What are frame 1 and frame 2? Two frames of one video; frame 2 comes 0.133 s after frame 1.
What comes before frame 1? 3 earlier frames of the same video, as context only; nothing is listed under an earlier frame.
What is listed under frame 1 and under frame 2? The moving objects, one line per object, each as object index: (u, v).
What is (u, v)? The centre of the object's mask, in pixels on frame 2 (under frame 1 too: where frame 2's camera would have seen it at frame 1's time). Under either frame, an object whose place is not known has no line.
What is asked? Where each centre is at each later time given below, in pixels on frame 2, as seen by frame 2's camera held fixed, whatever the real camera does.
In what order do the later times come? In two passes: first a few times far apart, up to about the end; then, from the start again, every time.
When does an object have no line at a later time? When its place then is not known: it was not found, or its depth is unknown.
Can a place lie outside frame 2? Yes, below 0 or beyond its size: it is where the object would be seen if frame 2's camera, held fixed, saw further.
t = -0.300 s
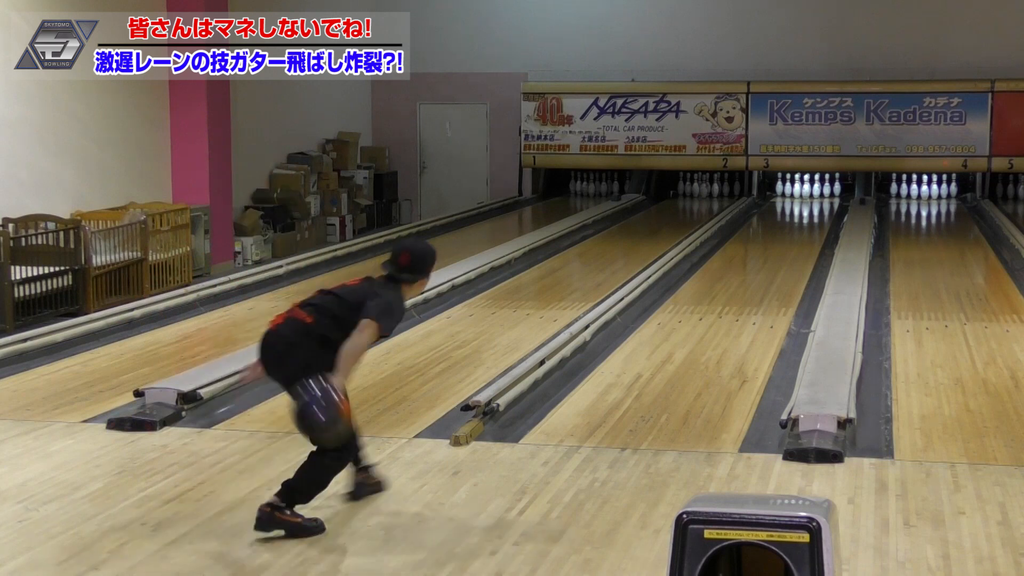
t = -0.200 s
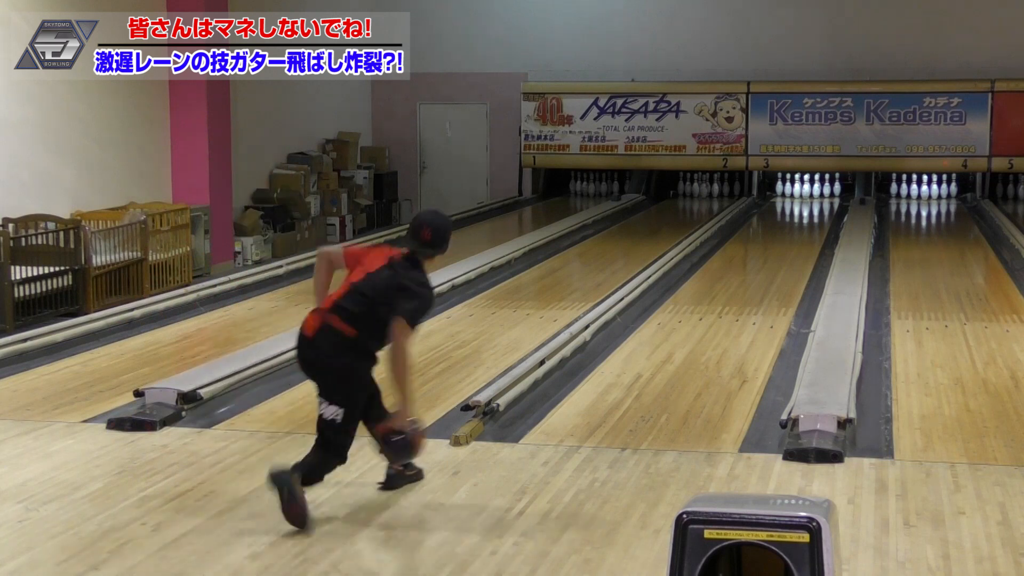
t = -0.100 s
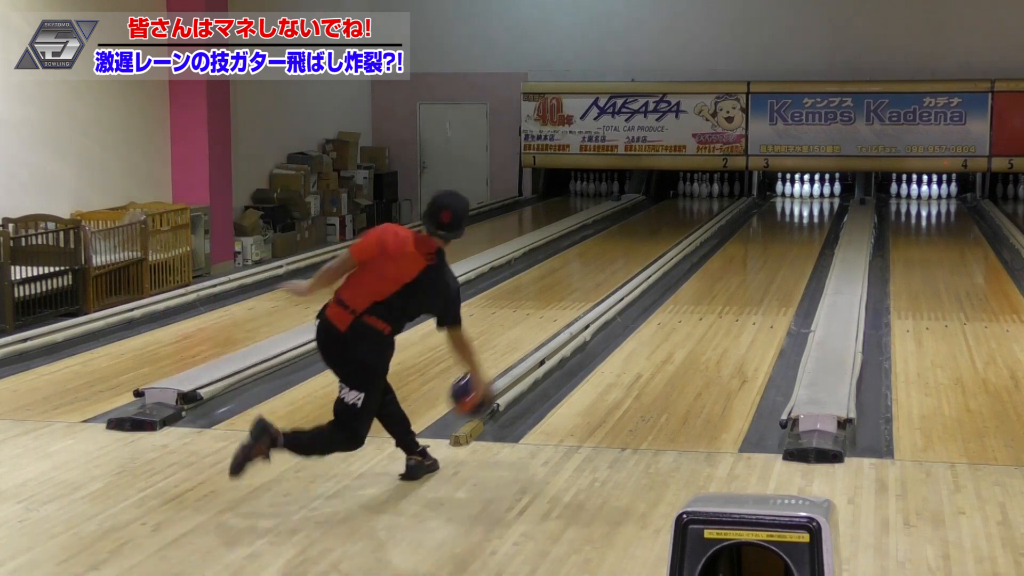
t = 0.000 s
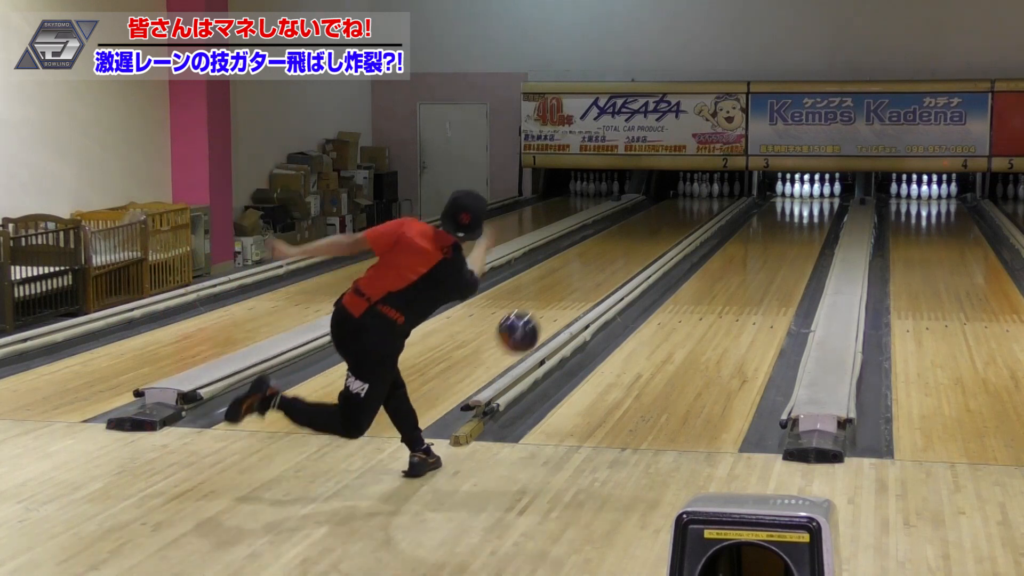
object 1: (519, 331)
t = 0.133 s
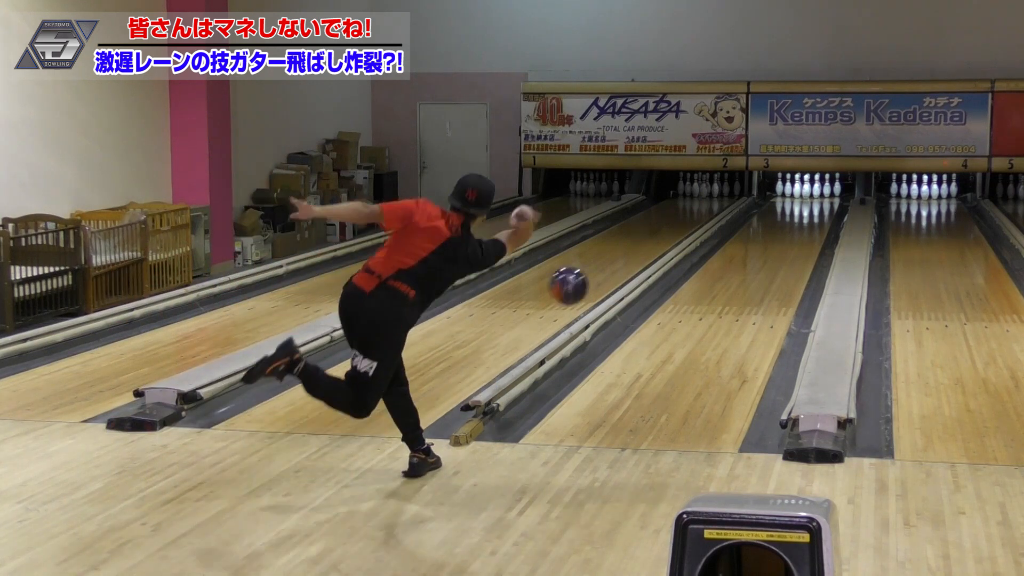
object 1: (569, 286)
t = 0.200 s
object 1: (590, 276)
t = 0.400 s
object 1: (644, 293)
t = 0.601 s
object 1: (688, 306)
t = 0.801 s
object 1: (722, 287)
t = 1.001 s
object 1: (748, 270)
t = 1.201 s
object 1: (769, 256)
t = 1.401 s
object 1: (786, 243)
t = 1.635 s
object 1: (799, 231)
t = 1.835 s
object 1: (808, 223)
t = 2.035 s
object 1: (813, 215)
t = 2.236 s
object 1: (817, 208)
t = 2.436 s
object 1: (817, 203)
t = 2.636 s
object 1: (816, 197)
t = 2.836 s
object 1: (811, 193)
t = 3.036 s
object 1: (808, 191)
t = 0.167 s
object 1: (580, 280)
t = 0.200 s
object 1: (590, 276)
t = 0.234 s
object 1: (600, 275)
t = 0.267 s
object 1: (610, 275)
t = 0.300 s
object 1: (619, 277)
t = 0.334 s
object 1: (628, 281)
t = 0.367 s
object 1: (636, 286)
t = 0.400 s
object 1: (644, 293)
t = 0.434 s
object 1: (653, 301)
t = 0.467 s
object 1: (660, 311)
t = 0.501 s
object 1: (668, 321)
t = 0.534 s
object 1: (675, 314)
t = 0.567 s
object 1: (681, 309)
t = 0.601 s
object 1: (688, 306)
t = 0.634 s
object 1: (694, 304)
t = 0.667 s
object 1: (700, 301)
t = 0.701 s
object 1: (706, 298)
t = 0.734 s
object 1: (711, 294)
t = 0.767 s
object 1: (717, 291)
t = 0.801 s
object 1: (722, 287)
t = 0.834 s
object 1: (727, 285)
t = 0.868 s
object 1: (731, 282)
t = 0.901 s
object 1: (736, 278)
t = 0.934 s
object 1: (740, 276)
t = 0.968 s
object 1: (745, 273)
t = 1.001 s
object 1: (748, 270)
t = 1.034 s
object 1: (752, 268)
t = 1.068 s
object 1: (756, 265)
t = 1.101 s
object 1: (759, 262)
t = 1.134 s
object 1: (763, 260)
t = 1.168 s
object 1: (766, 258)
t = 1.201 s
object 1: (769, 256)
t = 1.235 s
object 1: (772, 254)
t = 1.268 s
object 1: (775, 251)
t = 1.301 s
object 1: (778, 250)
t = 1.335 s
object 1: (781, 247)
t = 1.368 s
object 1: (783, 245)
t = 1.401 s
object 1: (786, 243)
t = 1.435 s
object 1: (787, 242)
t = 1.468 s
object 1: (790, 239)
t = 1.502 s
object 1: (792, 238)
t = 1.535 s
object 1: (794, 237)
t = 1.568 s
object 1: (795, 234)
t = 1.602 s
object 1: (797, 233)
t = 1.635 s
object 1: (799, 231)
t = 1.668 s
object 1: (801, 230)
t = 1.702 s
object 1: (802, 228)
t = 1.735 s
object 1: (804, 226)
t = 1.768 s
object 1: (805, 225)
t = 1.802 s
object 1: (807, 224)
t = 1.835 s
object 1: (808, 223)
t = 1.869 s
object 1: (809, 221)
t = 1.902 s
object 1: (809, 220)
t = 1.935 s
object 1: (811, 219)
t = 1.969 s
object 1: (812, 217)
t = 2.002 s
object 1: (813, 216)
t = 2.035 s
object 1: (813, 215)
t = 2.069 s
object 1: (814, 214)
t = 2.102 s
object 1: (815, 212)
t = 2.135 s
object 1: (815, 211)
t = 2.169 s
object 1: (816, 210)
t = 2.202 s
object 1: (817, 209)
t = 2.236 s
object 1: (817, 208)
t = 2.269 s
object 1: (817, 207)
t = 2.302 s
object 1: (817, 207)
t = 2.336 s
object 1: (817, 206)
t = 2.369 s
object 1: (818, 205)
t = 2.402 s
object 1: (817, 204)
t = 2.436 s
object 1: (817, 203)
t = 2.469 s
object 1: (817, 202)
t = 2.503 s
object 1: (817, 201)
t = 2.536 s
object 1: (817, 200)
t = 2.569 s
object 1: (816, 199)
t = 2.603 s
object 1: (816, 198)
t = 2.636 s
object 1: (816, 197)
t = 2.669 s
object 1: (815, 196)
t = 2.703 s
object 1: (814, 195)
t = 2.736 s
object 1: (813, 195)
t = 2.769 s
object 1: (811, 194)
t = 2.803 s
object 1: (810, 193)
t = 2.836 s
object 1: (811, 193)
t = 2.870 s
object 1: (811, 192)
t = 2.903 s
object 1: (810, 192)
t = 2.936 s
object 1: (809, 191)
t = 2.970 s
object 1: (809, 191)
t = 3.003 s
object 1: (808, 191)
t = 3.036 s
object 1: (808, 191)
